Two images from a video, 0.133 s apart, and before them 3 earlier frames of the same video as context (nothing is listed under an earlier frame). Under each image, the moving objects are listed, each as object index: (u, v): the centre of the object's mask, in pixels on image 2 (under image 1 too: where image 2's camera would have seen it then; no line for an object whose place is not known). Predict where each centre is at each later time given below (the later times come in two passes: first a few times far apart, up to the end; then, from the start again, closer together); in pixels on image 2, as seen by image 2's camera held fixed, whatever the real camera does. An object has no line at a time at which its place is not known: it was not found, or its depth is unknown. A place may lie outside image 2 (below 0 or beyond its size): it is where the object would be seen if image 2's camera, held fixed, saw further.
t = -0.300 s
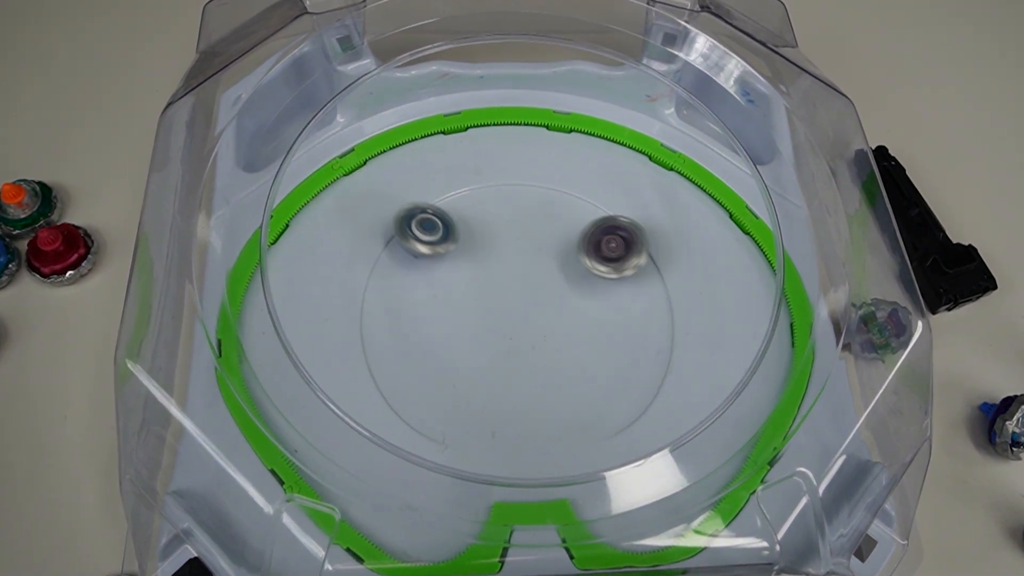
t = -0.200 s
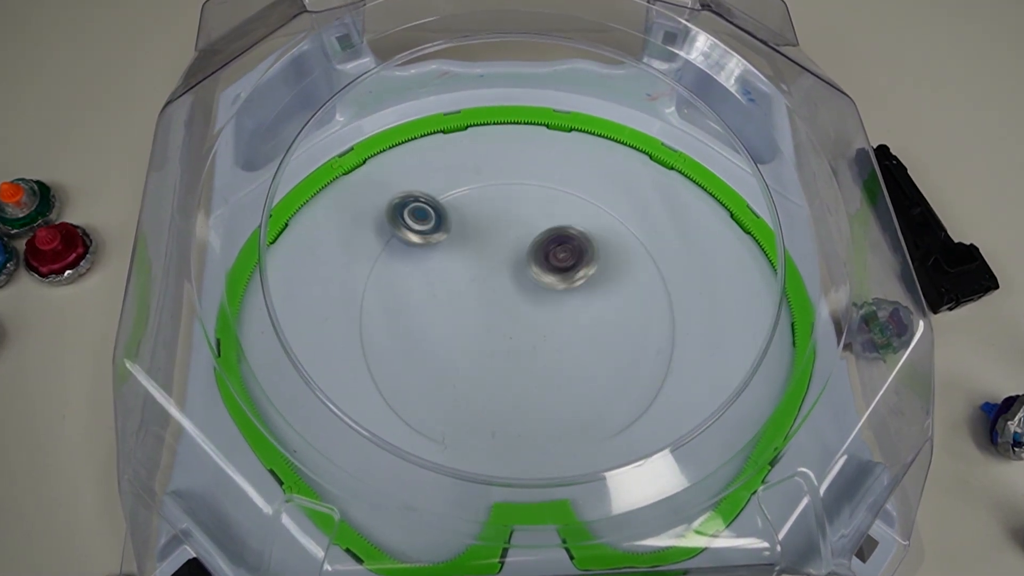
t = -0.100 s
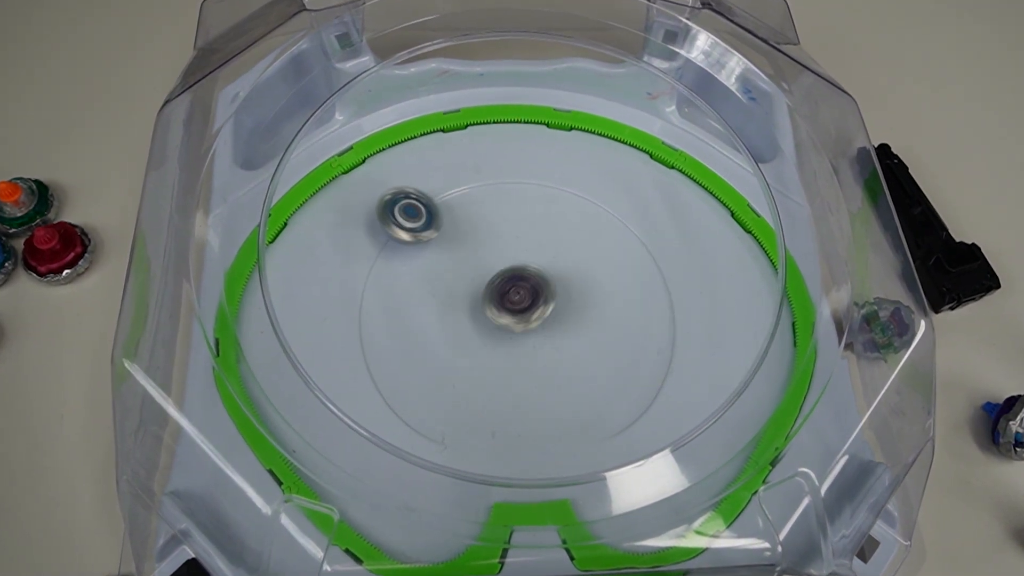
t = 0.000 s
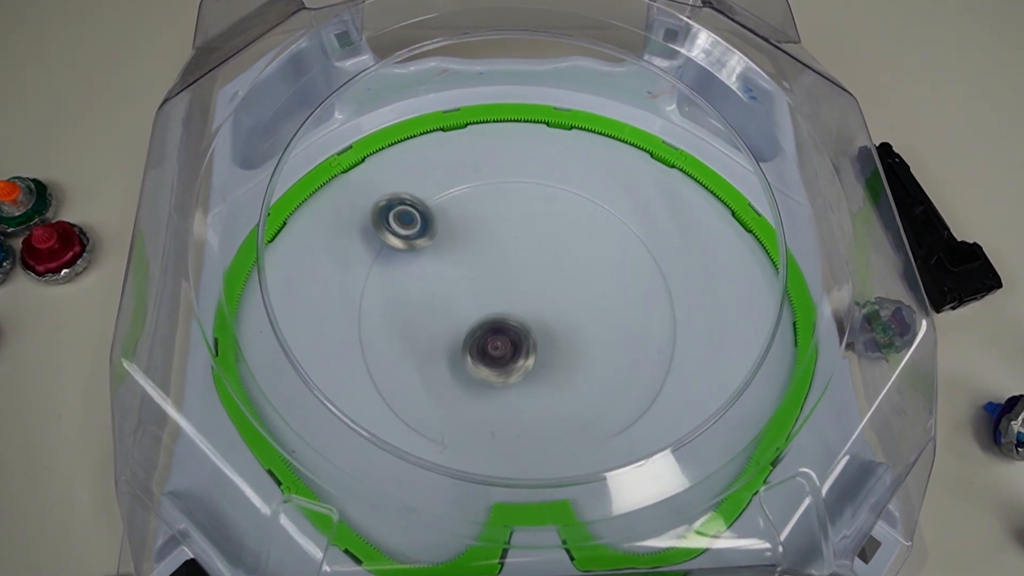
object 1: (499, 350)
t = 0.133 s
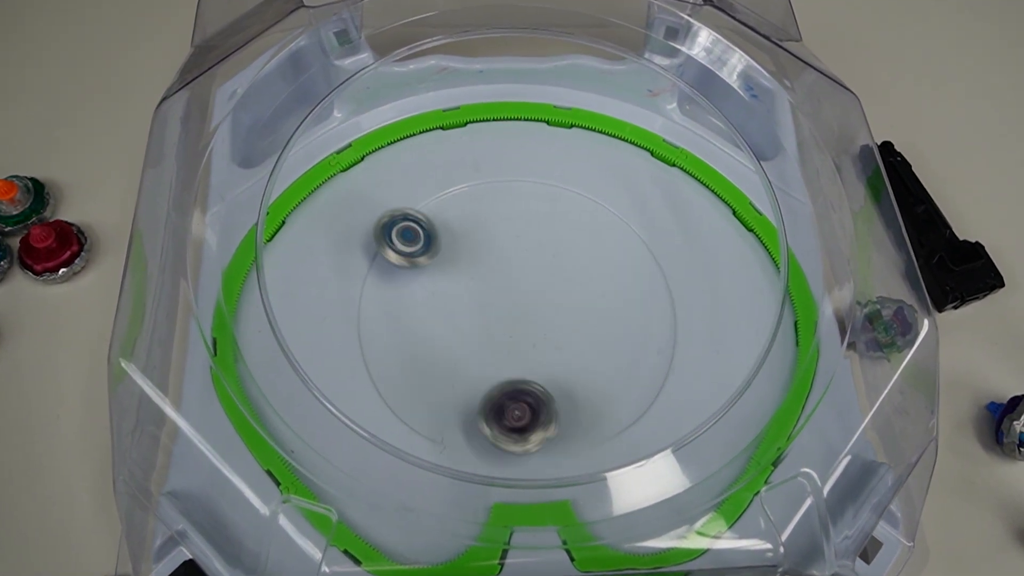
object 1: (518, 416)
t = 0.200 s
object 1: (549, 437)
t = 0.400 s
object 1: (625, 447)
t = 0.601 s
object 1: (606, 397)
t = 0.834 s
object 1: (503, 277)
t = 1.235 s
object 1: (754, 323)
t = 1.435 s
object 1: (646, 342)
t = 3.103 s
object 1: (558, 246)
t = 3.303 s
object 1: (631, 307)
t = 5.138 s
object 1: (568, 273)
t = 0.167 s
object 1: (532, 428)
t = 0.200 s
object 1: (549, 437)
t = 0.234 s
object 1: (567, 444)
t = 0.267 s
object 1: (583, 450)
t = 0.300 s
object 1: (597, 453)
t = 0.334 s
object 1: (609, 448)
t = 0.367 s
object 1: (618, 448)
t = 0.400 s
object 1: (625, 447)
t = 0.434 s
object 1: (629, 444)
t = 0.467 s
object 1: (630, 440)
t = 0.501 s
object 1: (629, 435)
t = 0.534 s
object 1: (625, 428)
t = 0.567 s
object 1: (615, 413)
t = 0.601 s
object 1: (606, 397)
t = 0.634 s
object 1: (598, 376)
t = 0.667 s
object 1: (589, 355)
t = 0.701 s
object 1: (576, 335)
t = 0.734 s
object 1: (560, 317)
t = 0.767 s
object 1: (544, 301)
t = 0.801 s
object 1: (525, 287)
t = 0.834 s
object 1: (503, 277)
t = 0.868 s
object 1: (484, 270)
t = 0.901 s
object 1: (469, 290)
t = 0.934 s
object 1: (485, 370)
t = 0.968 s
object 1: (507, 449)
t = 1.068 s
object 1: (561, 386)
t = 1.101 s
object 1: (572, 355)
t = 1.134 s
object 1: (581, 319)
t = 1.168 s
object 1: (598, 290)
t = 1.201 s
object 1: (679, 303)
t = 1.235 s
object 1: (754, 323)
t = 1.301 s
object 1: (762, 331)
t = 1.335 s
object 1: (729, 339)
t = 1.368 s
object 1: (705, 336)
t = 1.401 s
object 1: (679, 335)
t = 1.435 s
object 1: (646, 342)
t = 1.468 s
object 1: (616, 342)
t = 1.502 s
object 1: (582, 340)
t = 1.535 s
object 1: (550, 342)
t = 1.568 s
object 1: (526, 357)
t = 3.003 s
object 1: (503, 218)
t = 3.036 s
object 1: (522, 227)
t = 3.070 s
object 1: (539, 234)
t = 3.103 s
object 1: (558, 246)
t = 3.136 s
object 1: (574, 256)
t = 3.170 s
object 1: (589, 266)
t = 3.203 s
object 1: (603, 276)
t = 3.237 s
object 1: (614, 286)
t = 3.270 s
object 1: (624, 298)
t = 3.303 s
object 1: (631, 307)
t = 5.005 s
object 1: (546, 243)
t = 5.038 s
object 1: (553, 250)
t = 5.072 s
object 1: (558, 257)
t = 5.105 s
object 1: (563, 264)
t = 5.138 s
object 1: (568, 273)
